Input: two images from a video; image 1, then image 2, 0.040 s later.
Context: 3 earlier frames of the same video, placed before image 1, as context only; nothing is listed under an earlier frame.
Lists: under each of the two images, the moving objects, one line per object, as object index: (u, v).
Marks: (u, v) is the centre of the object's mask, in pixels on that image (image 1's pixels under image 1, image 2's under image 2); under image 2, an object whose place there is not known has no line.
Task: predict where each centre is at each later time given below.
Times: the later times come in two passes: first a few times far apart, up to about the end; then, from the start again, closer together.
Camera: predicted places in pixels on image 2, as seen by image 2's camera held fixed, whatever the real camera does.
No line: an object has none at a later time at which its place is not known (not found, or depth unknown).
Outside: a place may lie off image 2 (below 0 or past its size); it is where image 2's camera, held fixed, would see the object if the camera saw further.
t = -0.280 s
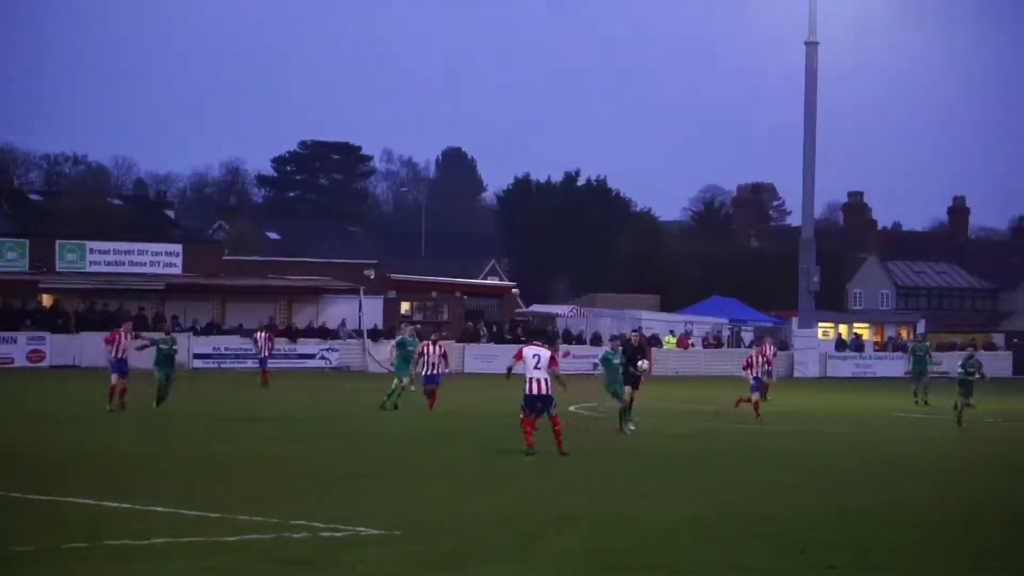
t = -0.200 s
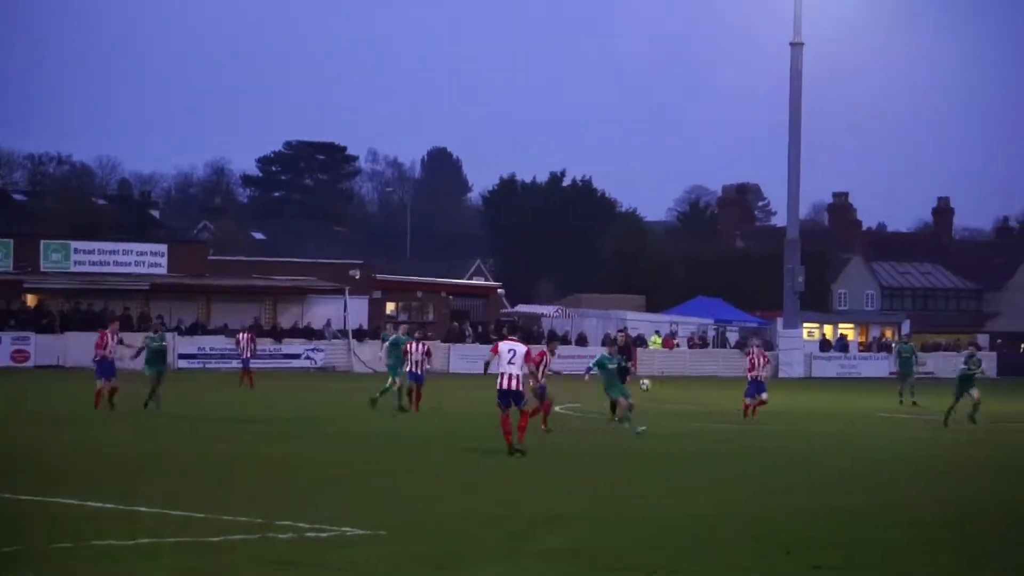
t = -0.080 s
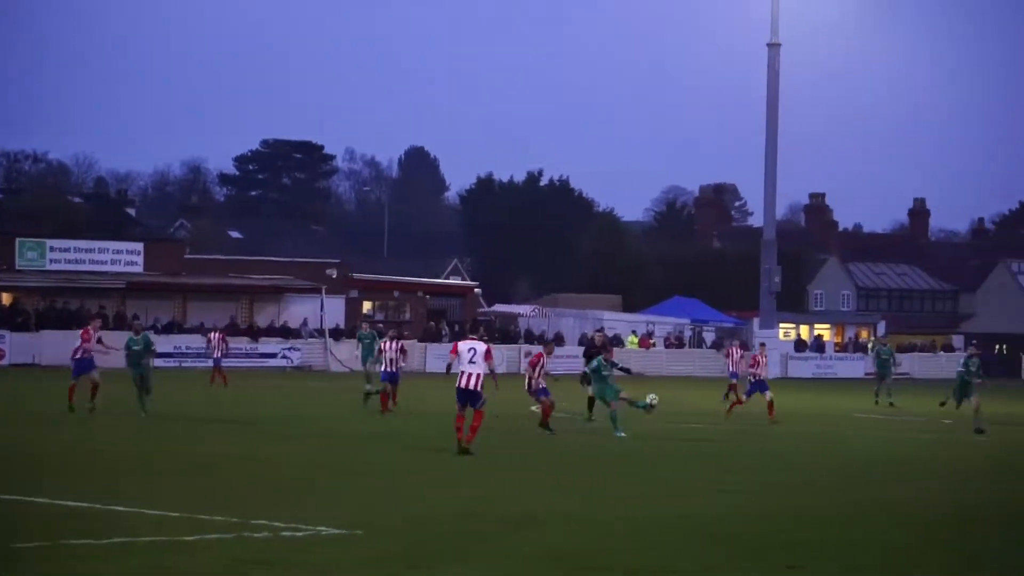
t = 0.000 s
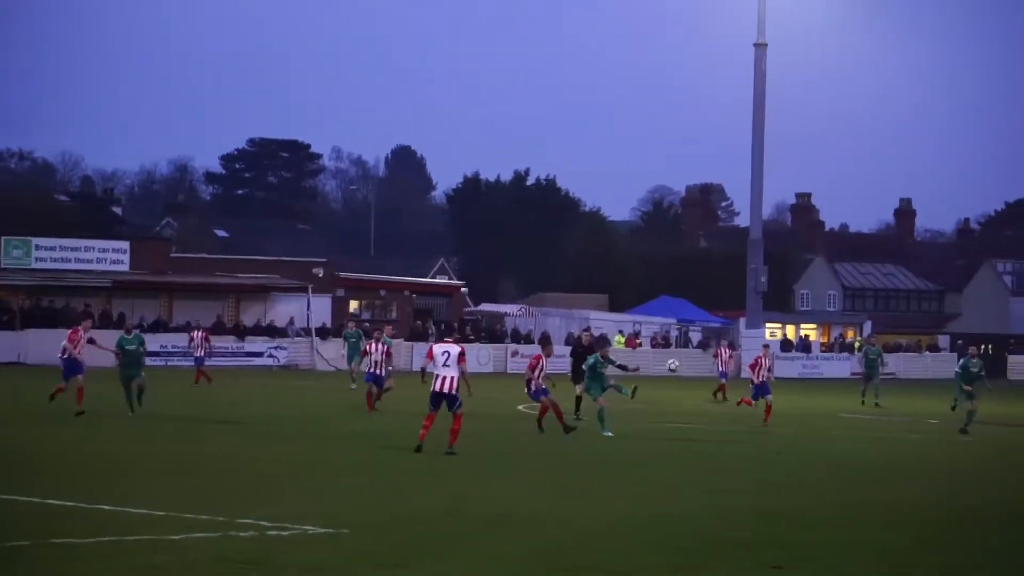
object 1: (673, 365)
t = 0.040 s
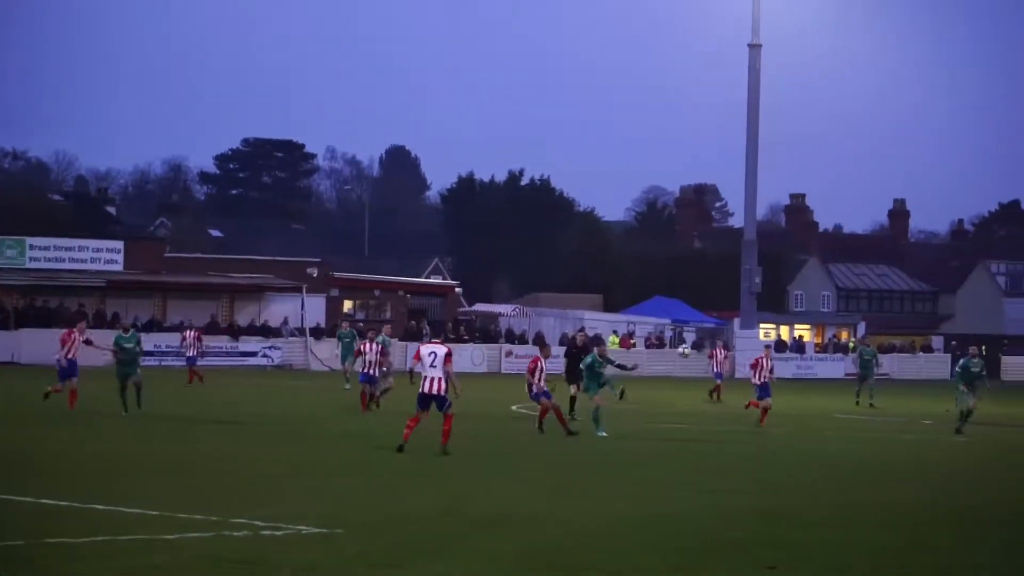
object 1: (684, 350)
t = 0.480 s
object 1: (912, 260)
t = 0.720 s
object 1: (1076, 284)
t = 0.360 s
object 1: (842, 268)
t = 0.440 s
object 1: (888, 261)
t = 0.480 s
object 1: (912, 260)
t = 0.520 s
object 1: (937, 260)
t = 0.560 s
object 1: (963, 262)
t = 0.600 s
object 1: (990, 264)
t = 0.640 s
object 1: (1017, 269)
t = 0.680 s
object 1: (1046, 276)
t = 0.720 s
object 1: (1076, 284)
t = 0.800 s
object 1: (1140, 308)
